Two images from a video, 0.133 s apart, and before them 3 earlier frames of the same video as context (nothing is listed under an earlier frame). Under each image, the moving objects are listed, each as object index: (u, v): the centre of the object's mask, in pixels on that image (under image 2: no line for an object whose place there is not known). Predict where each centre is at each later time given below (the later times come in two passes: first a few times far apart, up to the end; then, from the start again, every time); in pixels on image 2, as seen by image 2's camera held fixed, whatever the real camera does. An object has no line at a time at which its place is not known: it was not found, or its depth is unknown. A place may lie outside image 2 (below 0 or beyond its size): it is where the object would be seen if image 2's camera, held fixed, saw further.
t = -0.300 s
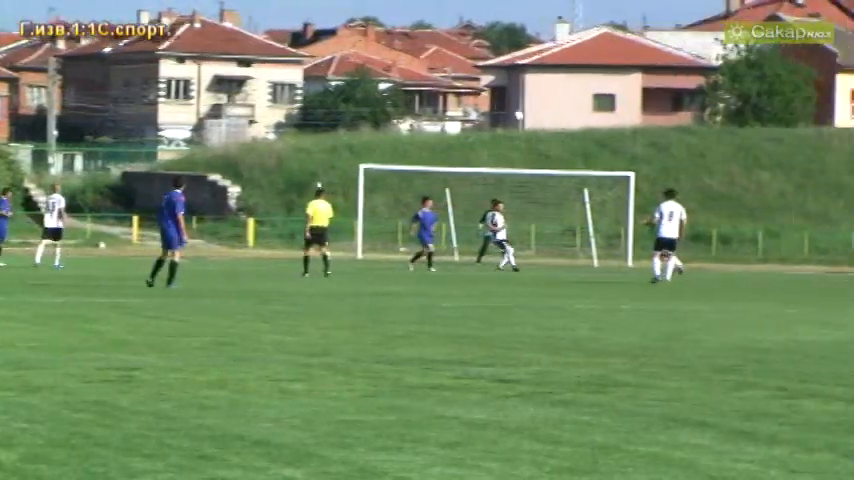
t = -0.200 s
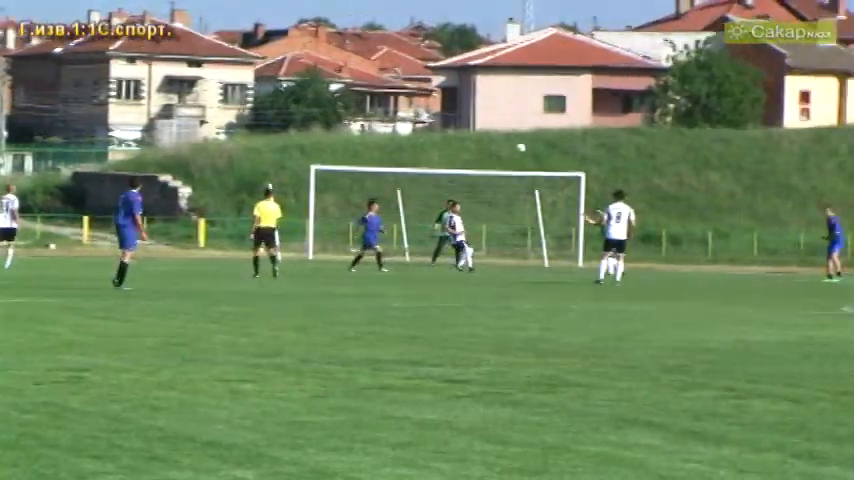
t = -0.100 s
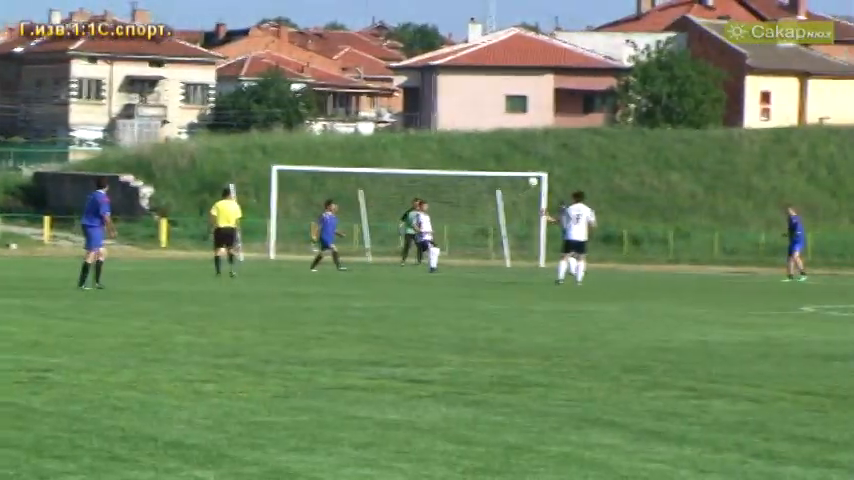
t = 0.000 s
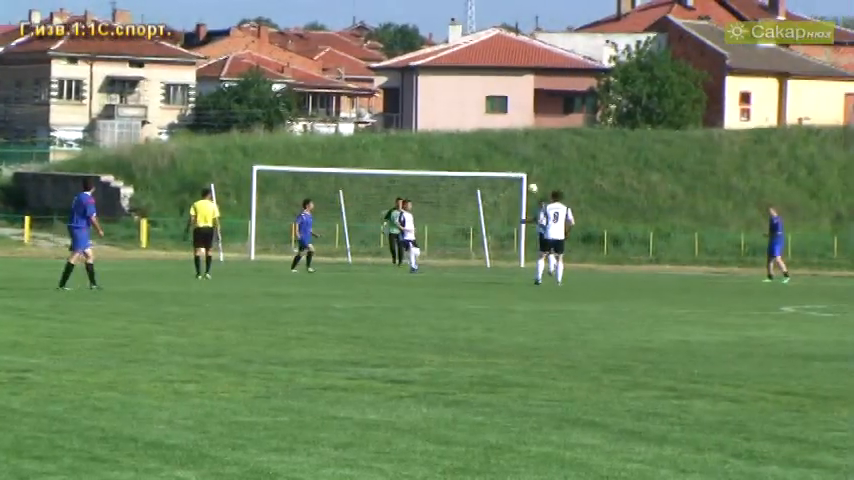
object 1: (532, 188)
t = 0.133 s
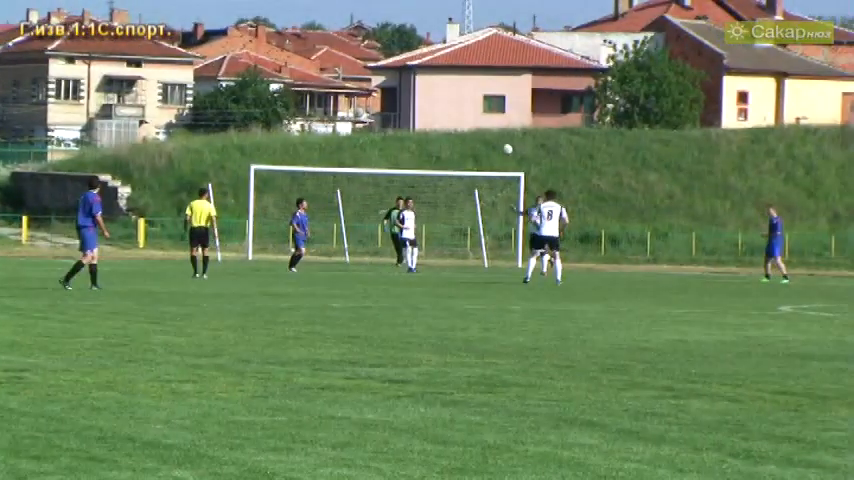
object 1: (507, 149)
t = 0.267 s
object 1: (485, 121)
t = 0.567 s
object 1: (444, 98)
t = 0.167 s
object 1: (502, 140)
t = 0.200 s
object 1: (496, 133)
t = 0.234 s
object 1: (492, 127)
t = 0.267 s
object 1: (485, 121)
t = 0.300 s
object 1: (480, 115)
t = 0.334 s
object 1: (475, 111)
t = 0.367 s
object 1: (470, 107)
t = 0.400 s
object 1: (466, 105)
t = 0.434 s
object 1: (462, 102)
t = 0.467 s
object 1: (457, 100)
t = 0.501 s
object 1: (453, 98)
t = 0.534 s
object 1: (448, 98)
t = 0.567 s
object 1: (444, 98)
